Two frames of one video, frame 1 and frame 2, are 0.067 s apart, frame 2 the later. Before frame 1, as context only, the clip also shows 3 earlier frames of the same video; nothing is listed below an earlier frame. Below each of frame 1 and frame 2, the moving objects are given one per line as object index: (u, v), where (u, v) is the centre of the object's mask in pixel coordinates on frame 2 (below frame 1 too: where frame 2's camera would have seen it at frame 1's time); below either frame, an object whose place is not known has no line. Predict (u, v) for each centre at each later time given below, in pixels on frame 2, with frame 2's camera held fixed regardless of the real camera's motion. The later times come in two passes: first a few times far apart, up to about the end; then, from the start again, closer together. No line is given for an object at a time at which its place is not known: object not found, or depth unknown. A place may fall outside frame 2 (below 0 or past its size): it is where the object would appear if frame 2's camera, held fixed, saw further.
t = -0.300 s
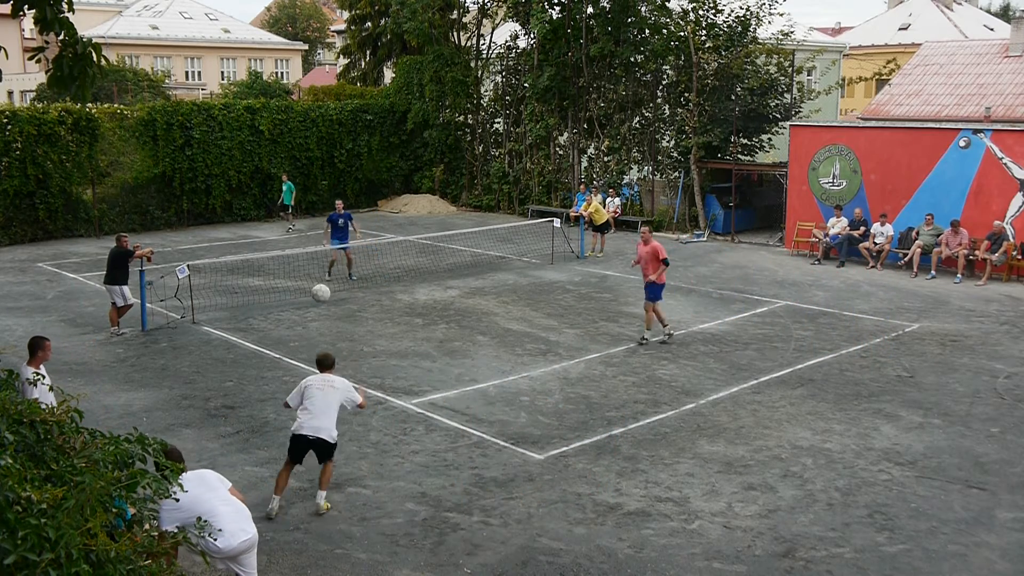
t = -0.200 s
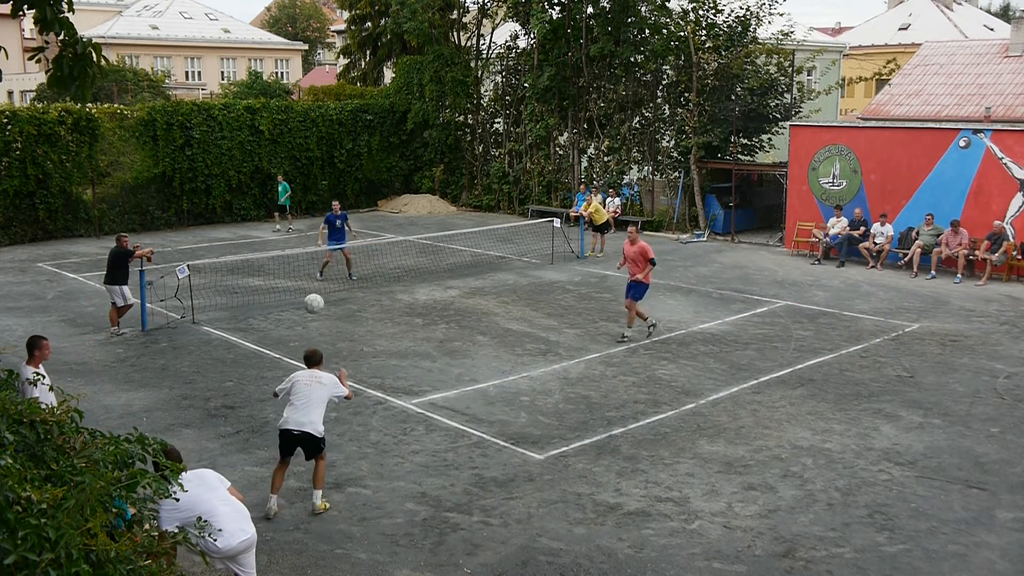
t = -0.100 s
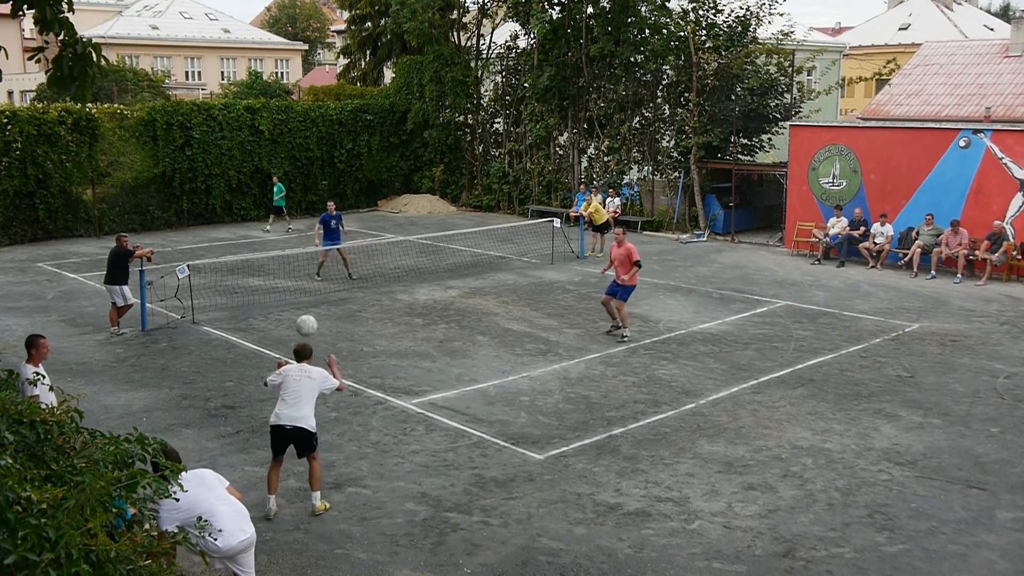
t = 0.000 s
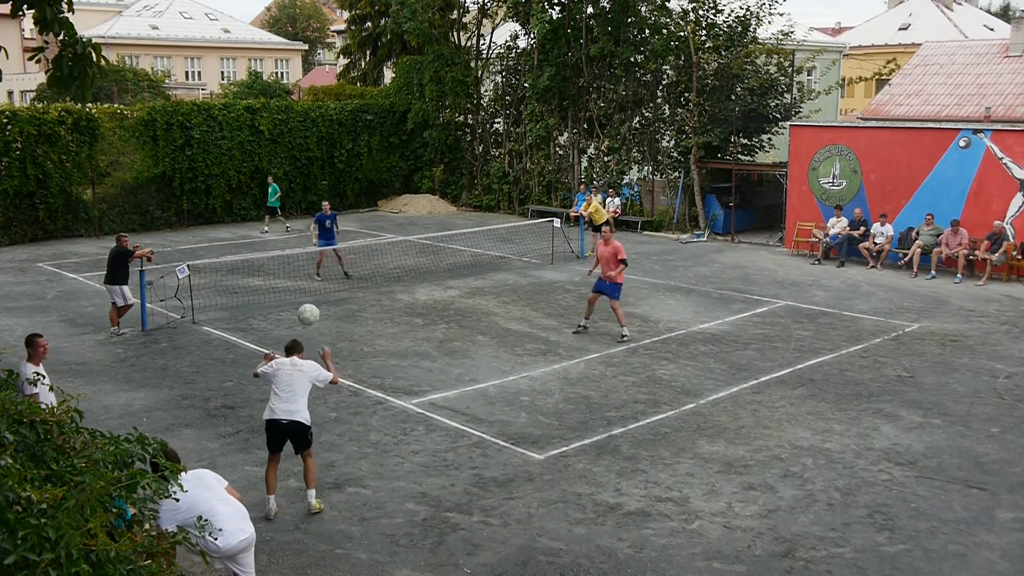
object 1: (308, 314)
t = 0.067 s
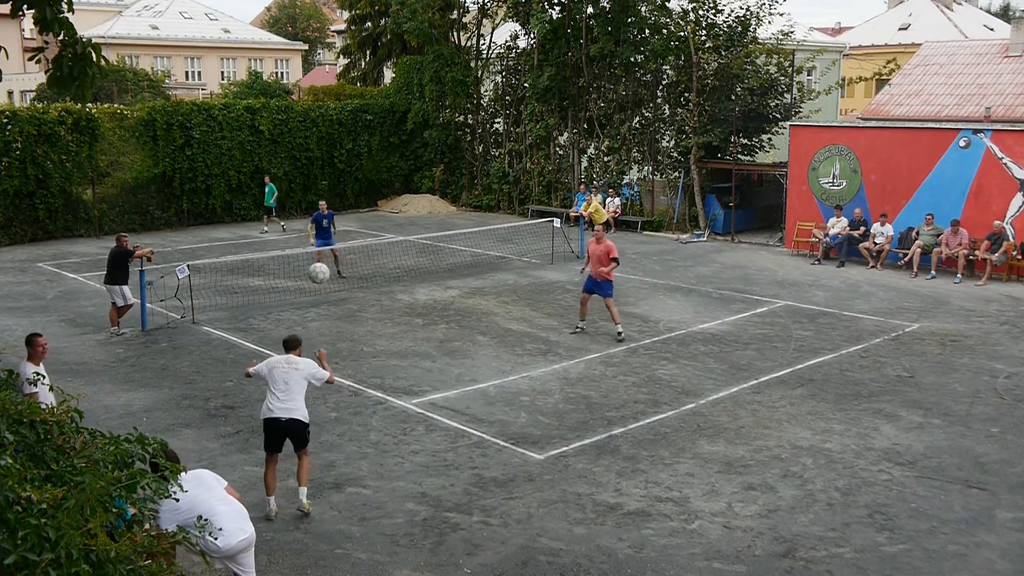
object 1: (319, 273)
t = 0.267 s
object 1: (350, 184)
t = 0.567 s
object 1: (392, 129)
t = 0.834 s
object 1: (426, 142)
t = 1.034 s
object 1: (449, 180)
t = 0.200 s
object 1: (339, 208)
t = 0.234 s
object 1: (344, 196)
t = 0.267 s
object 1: (350, 184)
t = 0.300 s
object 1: (354, 174)
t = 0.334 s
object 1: (359, 164)
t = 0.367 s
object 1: (364, 156)
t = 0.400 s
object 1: (369, 149)
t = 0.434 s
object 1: (374, 143)
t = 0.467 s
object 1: (378, 138)
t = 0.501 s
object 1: (383, 134)
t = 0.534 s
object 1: (388, 131)
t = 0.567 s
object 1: (392, 129)
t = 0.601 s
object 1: (396, 128)
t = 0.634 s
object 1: (401, 127)
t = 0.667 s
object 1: (405, 128)
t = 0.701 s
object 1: (409, 129)
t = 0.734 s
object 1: (414, 131)
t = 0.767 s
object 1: (418, 134)
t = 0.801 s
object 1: (422, 138)
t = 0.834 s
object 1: (426, 142)
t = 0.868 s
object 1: (430, 146)
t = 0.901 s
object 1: (433, 152)
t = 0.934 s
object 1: (437, 158)
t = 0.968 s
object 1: (441, 164)
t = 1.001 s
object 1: (445, 172)
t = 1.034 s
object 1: (449, 180)
